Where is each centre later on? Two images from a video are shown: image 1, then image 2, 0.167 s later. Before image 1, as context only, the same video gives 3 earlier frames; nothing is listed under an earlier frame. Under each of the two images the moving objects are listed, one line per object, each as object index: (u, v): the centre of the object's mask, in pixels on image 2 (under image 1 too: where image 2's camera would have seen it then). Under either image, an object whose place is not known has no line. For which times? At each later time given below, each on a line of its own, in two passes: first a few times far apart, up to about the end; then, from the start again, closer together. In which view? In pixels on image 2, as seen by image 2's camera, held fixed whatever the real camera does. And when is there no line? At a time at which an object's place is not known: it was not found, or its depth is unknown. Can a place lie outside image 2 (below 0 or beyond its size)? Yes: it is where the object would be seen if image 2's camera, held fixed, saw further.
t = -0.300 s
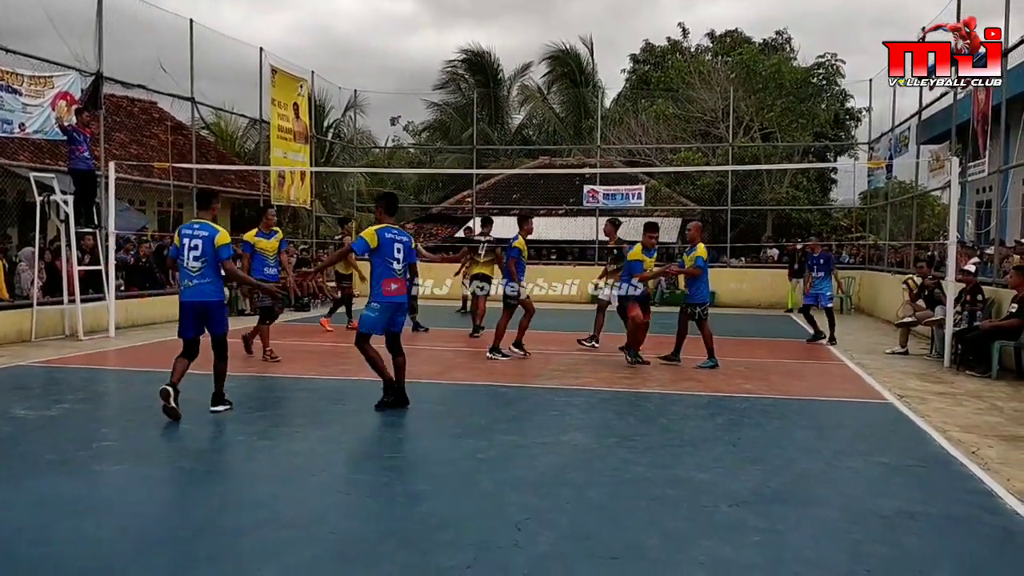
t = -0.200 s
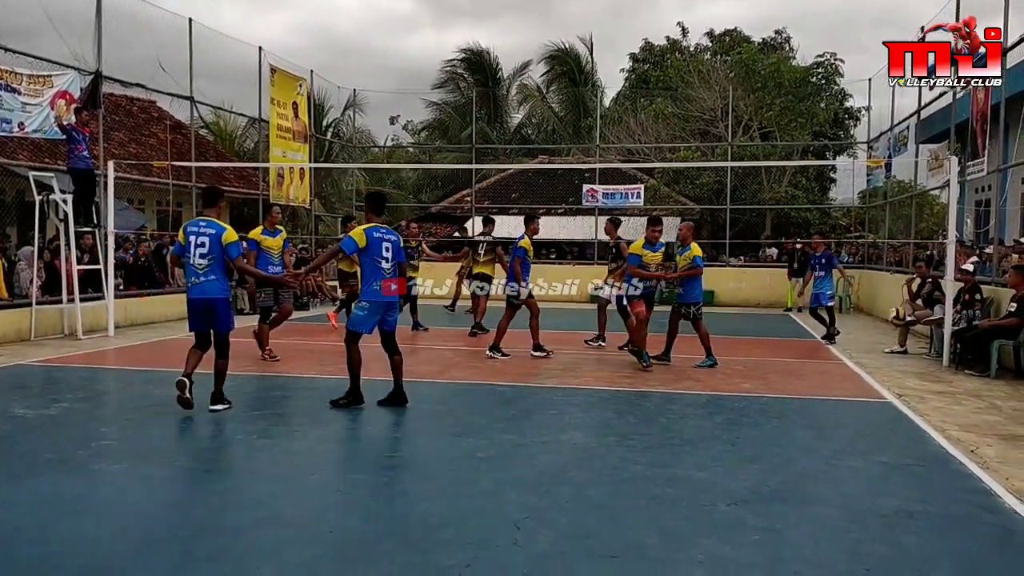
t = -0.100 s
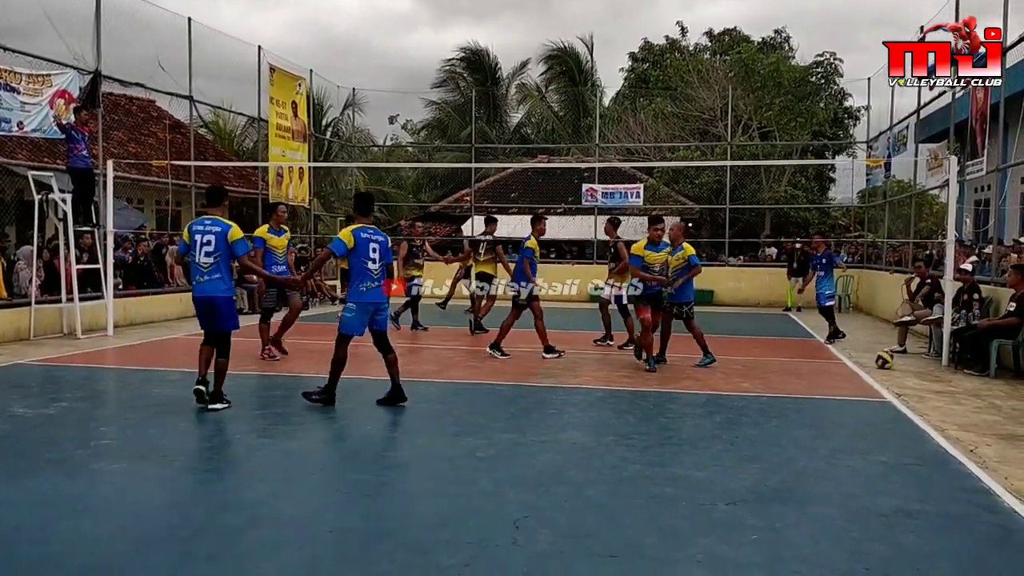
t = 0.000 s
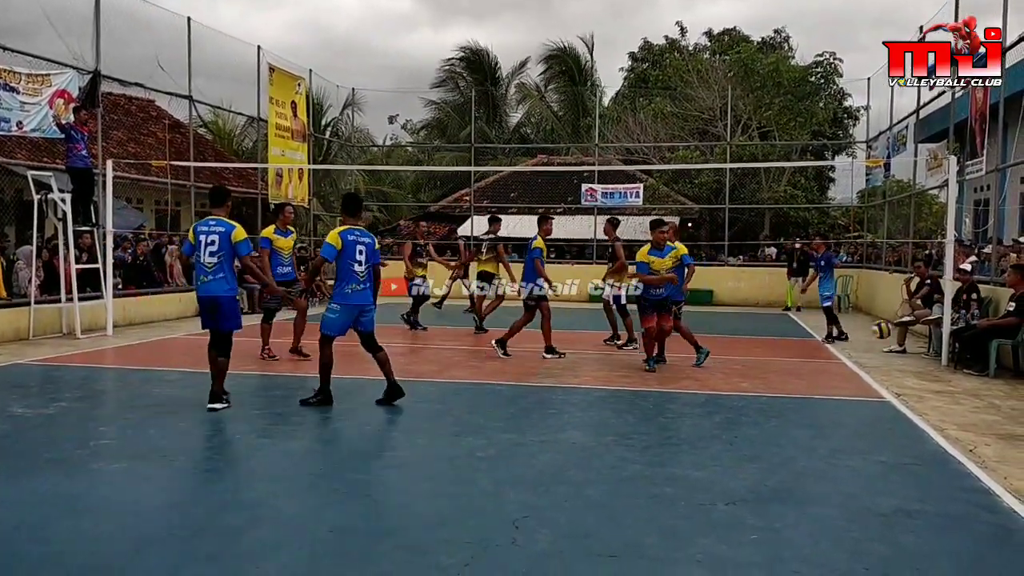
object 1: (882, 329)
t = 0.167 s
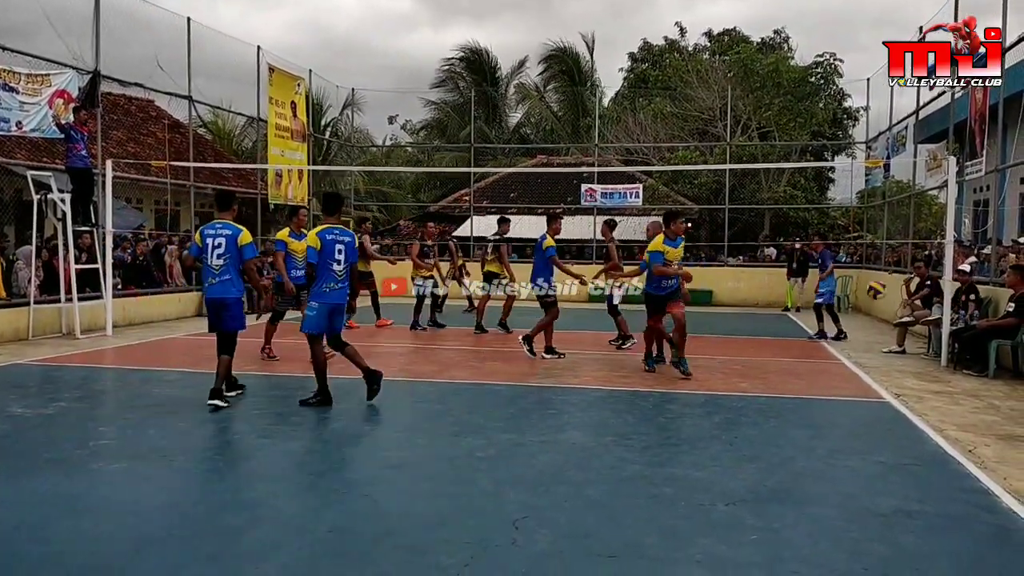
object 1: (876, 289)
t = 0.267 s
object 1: (873, 276)
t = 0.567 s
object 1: (860, 289)
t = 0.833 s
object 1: (844, 374)
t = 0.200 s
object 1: (875, 284)
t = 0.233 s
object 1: (874, 280)
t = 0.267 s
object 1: (873, 276)
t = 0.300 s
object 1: (872, 273)
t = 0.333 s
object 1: (871, 272)
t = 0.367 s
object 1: (869, 271)
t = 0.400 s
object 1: (867, 272)
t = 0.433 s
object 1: (866, 273)
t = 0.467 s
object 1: (864, 275)
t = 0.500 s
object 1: (863, 278)
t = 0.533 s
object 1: (862, 283)
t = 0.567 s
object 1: (860, 289)
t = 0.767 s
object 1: (849, 348)
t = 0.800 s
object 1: (847, 361)
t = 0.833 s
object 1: (844, 374)
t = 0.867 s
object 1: (842, 363)
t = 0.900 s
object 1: (841, 352)
